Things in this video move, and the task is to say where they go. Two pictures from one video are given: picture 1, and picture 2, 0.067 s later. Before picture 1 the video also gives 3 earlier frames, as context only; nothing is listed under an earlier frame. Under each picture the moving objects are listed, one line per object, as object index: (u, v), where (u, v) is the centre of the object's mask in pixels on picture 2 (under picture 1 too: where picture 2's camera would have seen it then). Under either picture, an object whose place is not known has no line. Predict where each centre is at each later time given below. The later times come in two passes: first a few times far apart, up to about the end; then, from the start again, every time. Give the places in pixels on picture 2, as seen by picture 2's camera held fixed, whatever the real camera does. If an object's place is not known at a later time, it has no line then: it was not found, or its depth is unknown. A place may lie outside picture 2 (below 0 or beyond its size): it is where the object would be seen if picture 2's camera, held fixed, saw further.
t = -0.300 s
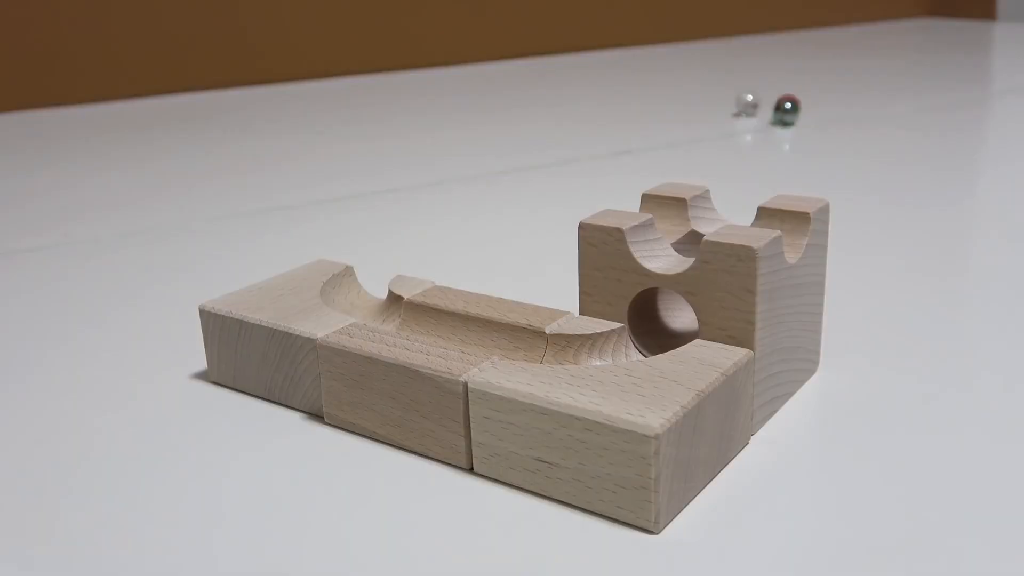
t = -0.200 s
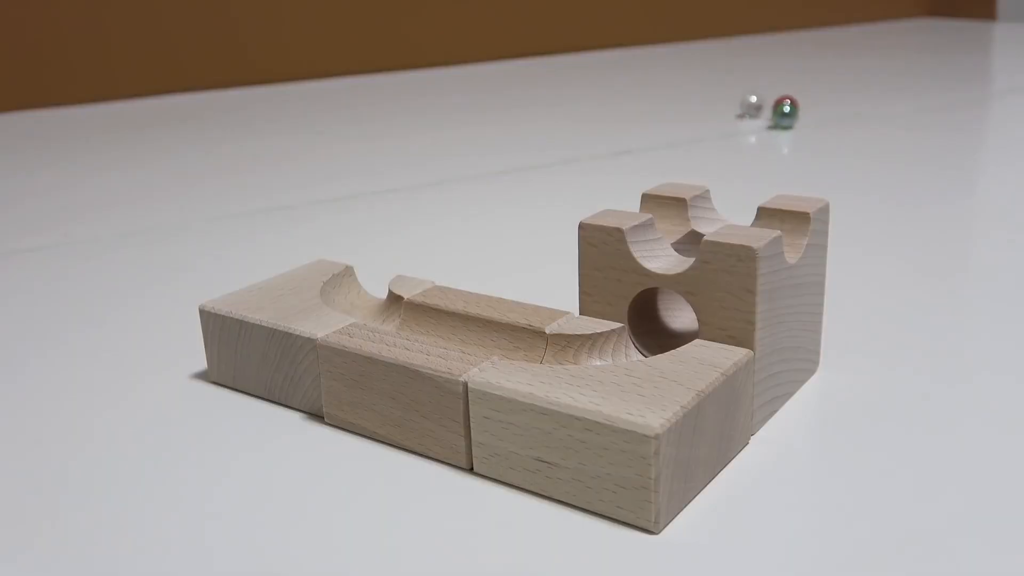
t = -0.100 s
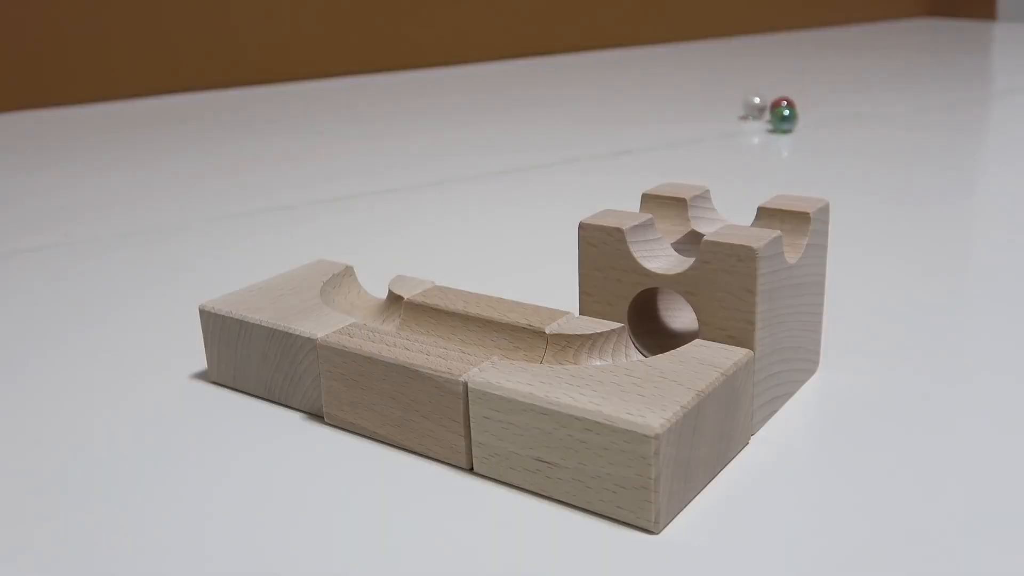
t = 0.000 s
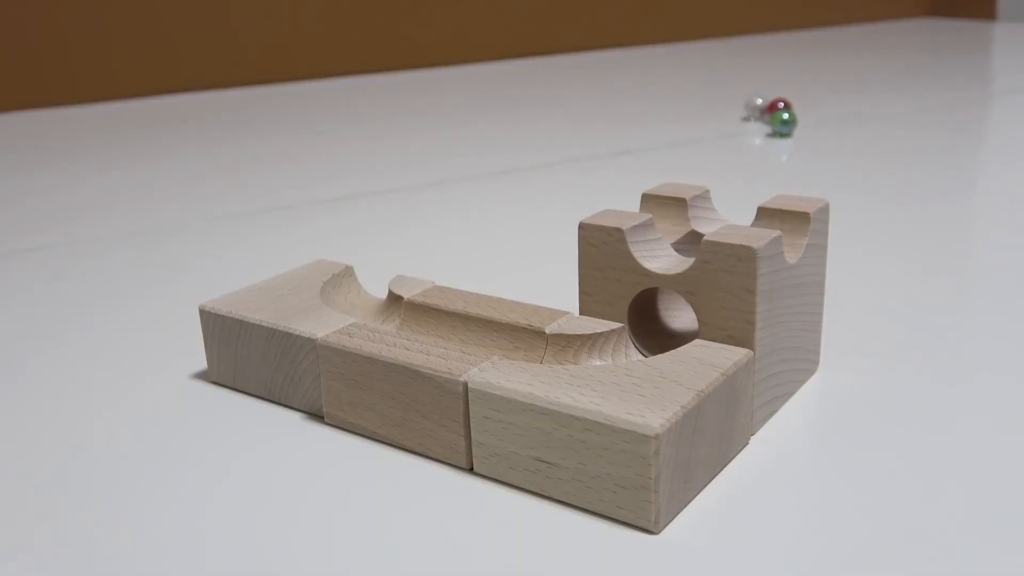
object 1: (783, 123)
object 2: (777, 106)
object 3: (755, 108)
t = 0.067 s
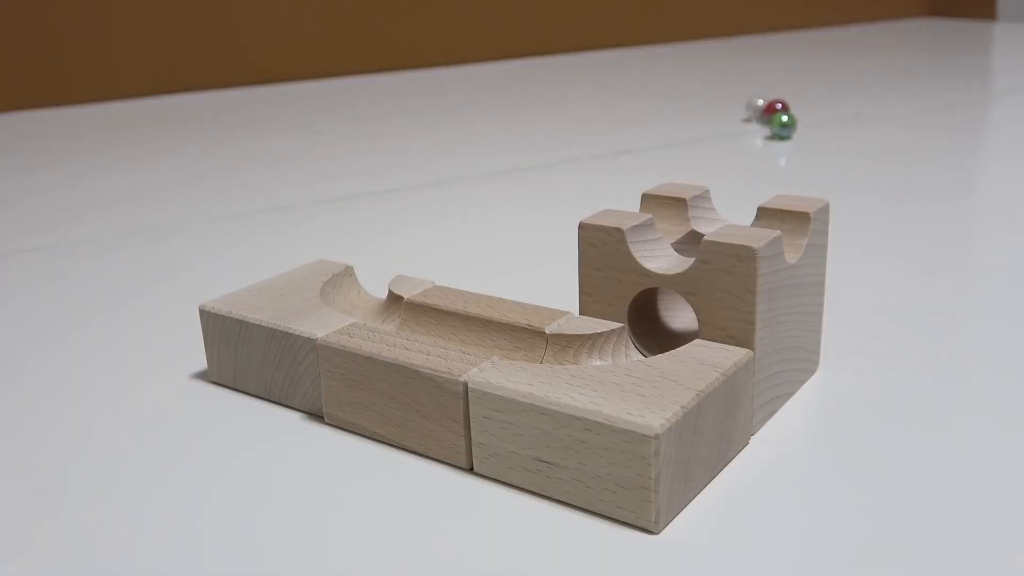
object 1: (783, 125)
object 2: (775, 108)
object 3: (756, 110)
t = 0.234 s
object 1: (777, 132)
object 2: (775, 111)
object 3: (755, 110)
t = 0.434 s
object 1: (768, 141)
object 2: (782, 120)
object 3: (756, 113)
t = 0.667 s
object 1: (752, 152)
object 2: (782, 129)
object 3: (753, 117)
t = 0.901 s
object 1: (729, 165)
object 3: (754, 123)
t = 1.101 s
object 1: (704, 176)
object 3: (754, 127)
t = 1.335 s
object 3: (751, 132)
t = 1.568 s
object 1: (610, 206)
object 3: (746, 139)
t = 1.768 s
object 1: (555, 244)
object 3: (738, 147)
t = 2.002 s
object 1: (473, 275)
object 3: (726, 155)
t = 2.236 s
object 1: (360, 282)
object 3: (709, 165)
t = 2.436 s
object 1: (406, 314)
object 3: (691, 170)
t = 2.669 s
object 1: (589, 345)
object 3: (664, 178)
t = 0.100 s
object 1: (782, 127)
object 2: (774, 108)
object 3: (756, 111)
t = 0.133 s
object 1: (781, 128)
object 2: (774, 108)
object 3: (756, 111)
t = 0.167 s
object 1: (781, 130)
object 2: (773, 110)
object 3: (756, 111)
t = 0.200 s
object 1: (779, 131)
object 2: (773, 111)
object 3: (756, 112)
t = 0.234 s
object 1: (777, 132)
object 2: (775, 111)
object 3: (755, 110)
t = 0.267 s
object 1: (776, 134)
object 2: (776, 112)
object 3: (756, 111)
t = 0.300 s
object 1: (775, 135)
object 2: (778, 113)
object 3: (756, 112)
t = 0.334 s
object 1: (773, 136)
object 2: (779, 114)
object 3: (756, 112)
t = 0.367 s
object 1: (772, 138)
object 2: (780, 116)
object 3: (756, 112)
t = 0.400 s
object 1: (770, 139)
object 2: (781, 118)
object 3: (756, 113)
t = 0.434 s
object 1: (768, 141)
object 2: (782, 120)
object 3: (756, 113)
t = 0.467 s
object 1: (767, 142)
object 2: (783, 122)
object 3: (756, 114)
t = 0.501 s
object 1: (765, 144)
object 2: (783, 123)
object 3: (756, 114)
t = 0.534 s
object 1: (763, 145)
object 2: (782, 124)
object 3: (756, 115)
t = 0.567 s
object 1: (760, 147)
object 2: (782, 126)
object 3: (755, 116)
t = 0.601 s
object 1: (757, 149)
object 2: (782, 127)
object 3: (755, 116)
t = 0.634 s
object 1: (755, 151)
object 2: (782, 128)
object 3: (754, 117)
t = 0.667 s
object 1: (752, 152)
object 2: (782, 129)
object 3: (753, 117)
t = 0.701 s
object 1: (749, 154)
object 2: (783, 130)
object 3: (753, 118)
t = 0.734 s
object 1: (746, 156)
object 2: (783, 131)
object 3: (753, 118)
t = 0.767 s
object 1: (743, 157)
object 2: (783, 132)
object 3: (753, 120)
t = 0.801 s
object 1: (739, 160)
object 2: (783, 134)
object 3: (753, 120)
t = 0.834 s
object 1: (736, 161)
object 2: (783, 135)
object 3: (753, 121)
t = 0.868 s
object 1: (733, 163)
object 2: (783, 136)
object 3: (754, 122)
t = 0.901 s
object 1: (729, 165)
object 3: (754, 123)
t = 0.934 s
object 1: (725, 167)
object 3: (755, 124)
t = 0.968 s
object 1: (721, 170)
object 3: (755, 124)
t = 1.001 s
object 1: (716, 172)
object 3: (755, 125)
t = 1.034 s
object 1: (712, 174)
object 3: (755, 126)
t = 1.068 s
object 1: (708, 175)
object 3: (754, 127)
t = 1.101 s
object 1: (704, 176)
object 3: (754, 127)
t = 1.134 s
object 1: (698, 176)
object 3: (754, 128)
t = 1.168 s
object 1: (693, 176)
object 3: (754, 129)
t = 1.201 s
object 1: (688, 177)
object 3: (753, 129)
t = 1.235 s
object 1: (682, 178)
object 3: (753, 130)
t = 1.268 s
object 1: (675, 179)
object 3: (752, 131)
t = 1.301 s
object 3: (752, 131)
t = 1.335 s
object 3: (751, 132)
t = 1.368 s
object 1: (646, 191)
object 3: (750, 133)
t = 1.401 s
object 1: (639, 197)
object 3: (750, 134)
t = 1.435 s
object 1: (634, 200)
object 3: (749, 135)
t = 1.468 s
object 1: (630, 201)
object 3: (749, 135)
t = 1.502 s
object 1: (626, 203)
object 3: (748, 136)
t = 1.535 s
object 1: (620, 205)
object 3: (747, 137)
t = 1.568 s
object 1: (610, 206)
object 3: (746, 139)
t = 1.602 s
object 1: (597, 209)
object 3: (745, 140)
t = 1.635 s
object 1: (584, 218)
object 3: (744, 141)
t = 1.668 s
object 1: (574, 228)
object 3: (743, 142)
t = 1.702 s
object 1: (568, 235)
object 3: (741, 144)
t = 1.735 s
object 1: (563, 240)
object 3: (740, 145)
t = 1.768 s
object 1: (555, 244)
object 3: (738, 147)
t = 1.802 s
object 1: (545, 249)
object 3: (737, 148)
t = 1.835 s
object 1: (534, 253)
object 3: (735, 149)
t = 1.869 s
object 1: (522, 258)
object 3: (734, 150)
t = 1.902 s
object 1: (510, 263)
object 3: (732, 151)
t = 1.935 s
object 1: (498, 267)
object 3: (730, 152)
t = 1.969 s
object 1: (486, 273)
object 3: (728, 154)
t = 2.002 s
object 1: (473, 275)
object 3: (726, 155)
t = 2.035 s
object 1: (459, 277)
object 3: (723, 157)
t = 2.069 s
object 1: (446, 277)
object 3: (721, 158)
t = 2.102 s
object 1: (431, 275)
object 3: (719, 160)
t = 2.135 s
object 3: (716, 161)
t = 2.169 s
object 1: (387, 269)
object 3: (714, 162)
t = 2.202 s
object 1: (370, 274)
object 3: (711, 163)
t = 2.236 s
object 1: (360, 282)
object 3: (709, 165)
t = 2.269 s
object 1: (354, 289)
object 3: (705, 167)
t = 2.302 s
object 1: (353, 293)
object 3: (702, 168)
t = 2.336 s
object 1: (361, 299)
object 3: (700, 169)
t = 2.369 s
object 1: (374, 304)
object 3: (697, 169)
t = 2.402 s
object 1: (390, 309)
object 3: (694, 170)
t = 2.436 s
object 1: (406, 314)
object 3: (691, 170)
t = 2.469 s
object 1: (427, 318)
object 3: (688, 171)
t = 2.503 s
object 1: (451, 323)
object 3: (684, 172)
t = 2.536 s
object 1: (471, 329)
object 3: (681, 173)
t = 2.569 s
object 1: (499, 335)
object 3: (677, 174)
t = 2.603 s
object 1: (521, 339)
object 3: (672, 175)
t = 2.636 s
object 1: (543, 343)
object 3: (668, 176)
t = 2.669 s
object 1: (589, 345)
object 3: (664, 178)
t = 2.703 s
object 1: (630, 339)
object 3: (659, 179)
